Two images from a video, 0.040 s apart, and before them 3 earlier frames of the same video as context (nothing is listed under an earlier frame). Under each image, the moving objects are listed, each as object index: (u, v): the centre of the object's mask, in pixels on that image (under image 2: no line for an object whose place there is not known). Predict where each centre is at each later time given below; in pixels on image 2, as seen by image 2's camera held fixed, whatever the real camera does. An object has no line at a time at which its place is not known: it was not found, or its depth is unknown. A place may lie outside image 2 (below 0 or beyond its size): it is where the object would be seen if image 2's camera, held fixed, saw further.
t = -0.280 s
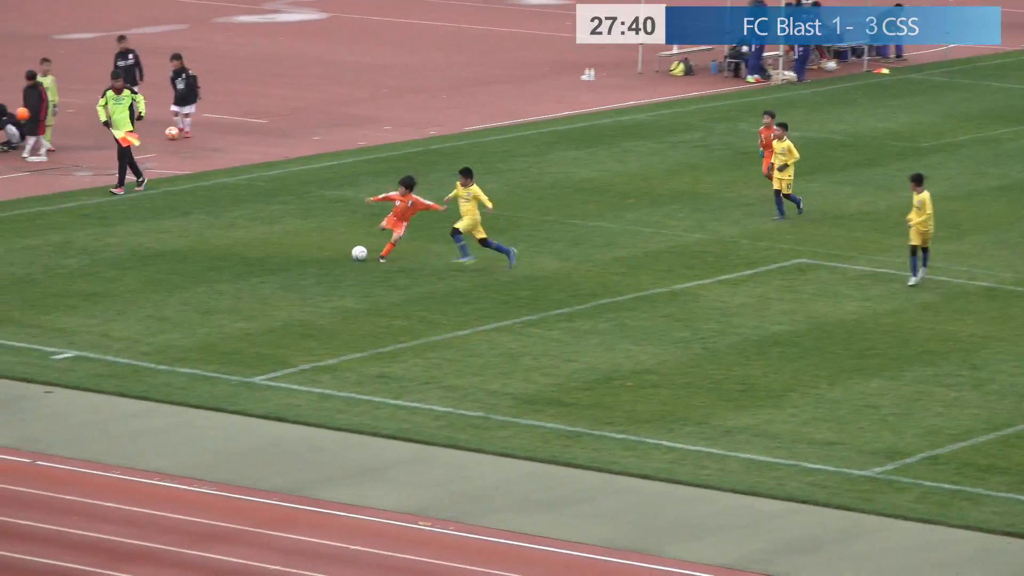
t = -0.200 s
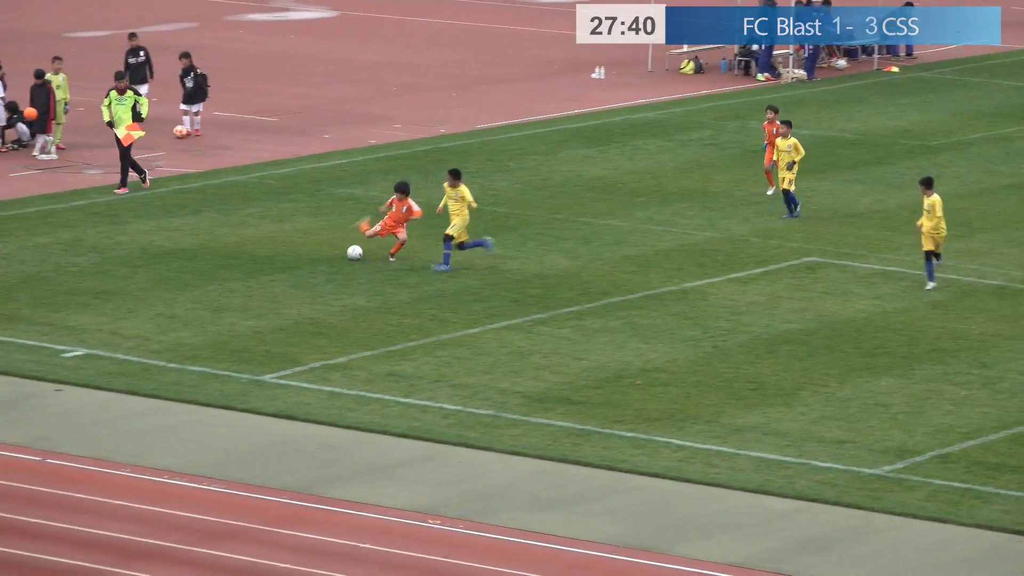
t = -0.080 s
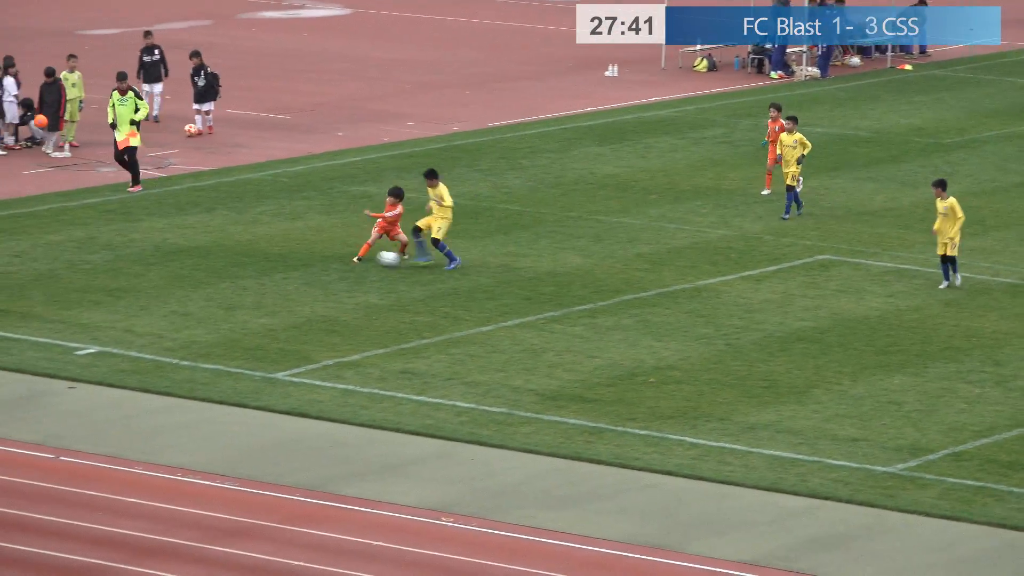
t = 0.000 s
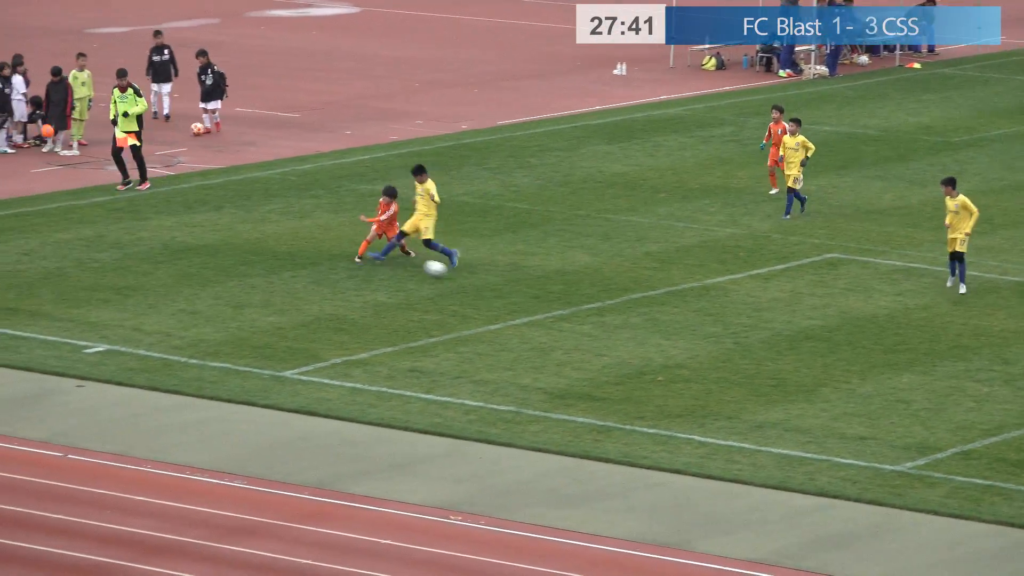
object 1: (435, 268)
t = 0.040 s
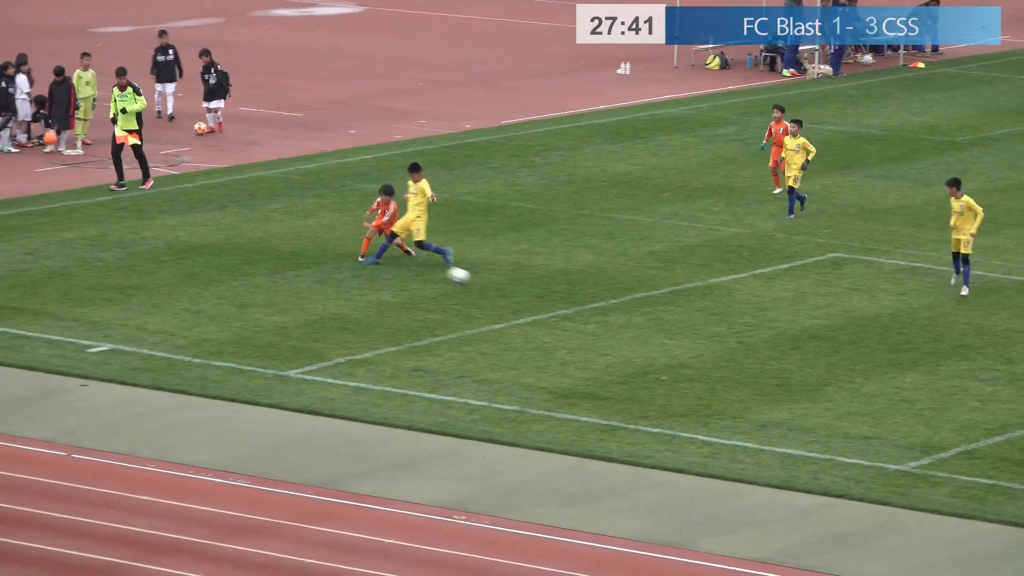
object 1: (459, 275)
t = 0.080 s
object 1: (477, 282)
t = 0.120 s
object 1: (497, 286)
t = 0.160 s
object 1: (516, 293)
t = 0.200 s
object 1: (536, 299)
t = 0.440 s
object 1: (644, 335)
